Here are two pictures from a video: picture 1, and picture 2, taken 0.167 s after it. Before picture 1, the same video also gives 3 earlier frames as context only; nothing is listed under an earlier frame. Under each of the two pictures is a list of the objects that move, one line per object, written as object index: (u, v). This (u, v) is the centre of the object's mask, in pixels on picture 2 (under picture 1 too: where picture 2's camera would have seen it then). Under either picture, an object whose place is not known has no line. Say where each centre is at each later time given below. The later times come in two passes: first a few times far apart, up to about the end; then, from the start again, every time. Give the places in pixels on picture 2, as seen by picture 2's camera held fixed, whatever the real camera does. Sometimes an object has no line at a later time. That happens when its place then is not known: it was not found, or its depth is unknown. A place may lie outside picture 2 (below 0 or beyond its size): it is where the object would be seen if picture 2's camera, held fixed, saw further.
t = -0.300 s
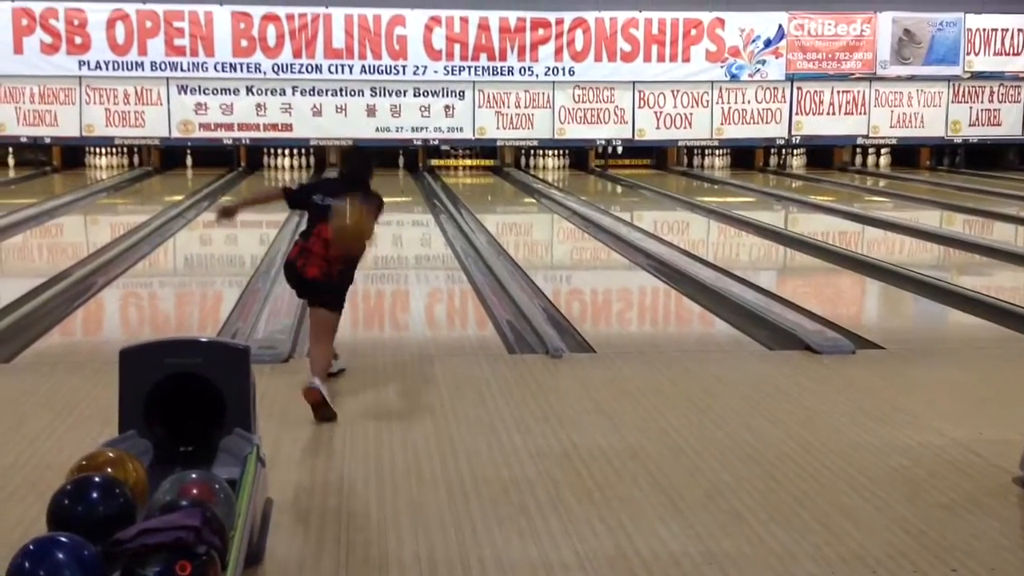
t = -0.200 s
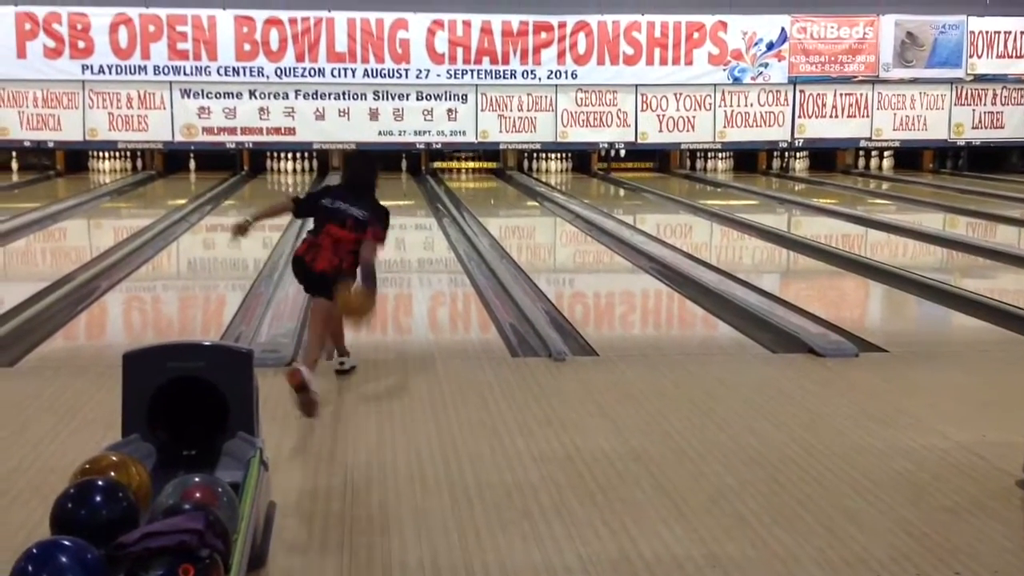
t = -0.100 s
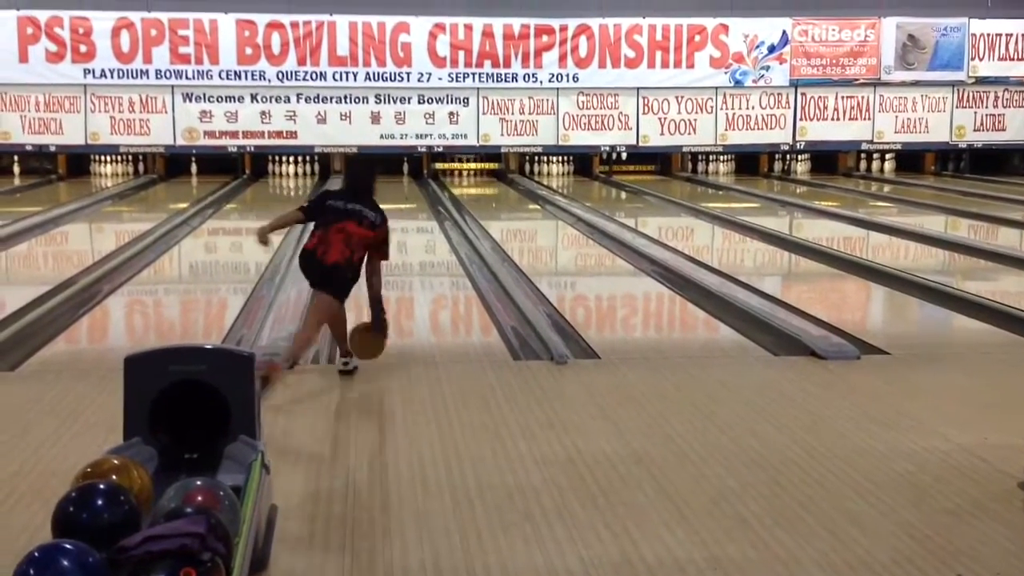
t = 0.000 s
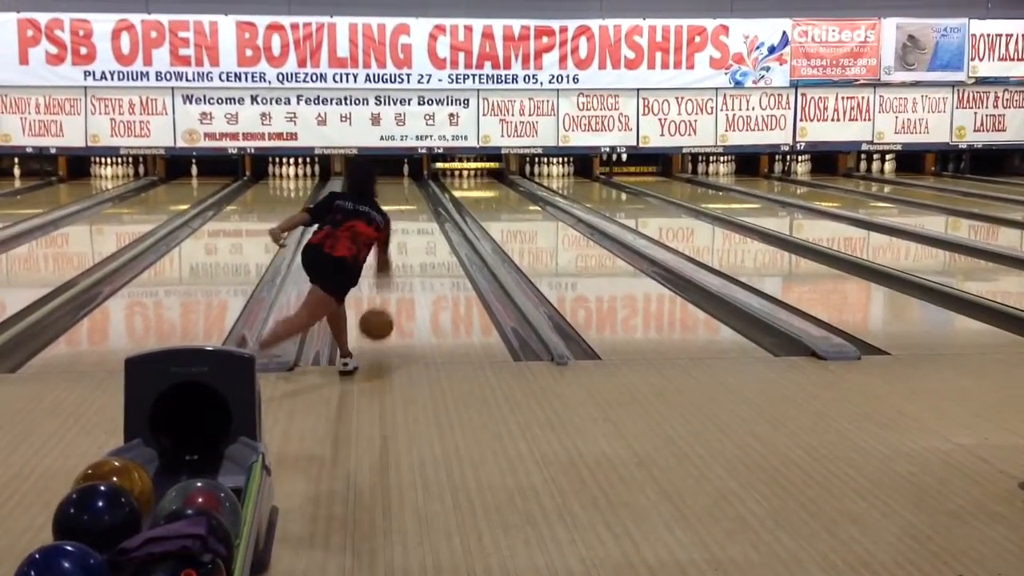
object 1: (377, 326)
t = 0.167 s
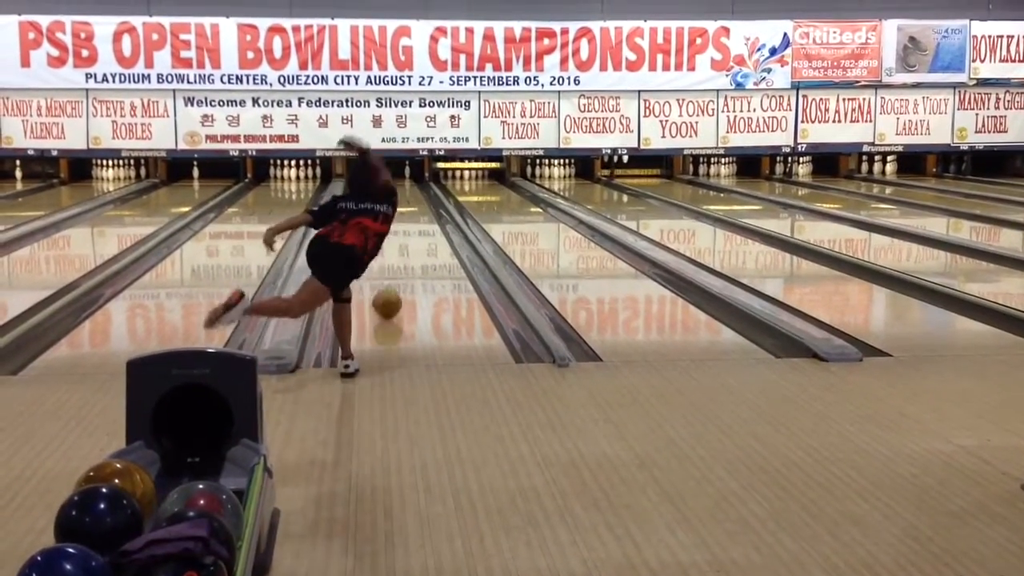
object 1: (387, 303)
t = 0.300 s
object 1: (393, 283)
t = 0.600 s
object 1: (403, 250)
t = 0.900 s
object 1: (407, 229)
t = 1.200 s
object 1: (411, 212)
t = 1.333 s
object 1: (412, 206)
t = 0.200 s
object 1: (388, 298)
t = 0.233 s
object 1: (390, 293)
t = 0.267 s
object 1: (391, 288)
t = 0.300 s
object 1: (393, 283)
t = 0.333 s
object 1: (394, 279)
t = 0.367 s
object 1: (395, 275)
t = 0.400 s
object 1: (396, 271)
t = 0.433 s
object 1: (397, 267)
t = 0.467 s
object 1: (398, 263)
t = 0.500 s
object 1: (399, 260)
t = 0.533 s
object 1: (400, 256)
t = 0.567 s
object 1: (400, 254)
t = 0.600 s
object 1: (403, 250)
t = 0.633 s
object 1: (403, 248)
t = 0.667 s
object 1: (403, 245)
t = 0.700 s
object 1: (404, 242)
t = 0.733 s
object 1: (404, 239)
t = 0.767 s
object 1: (405, 237)
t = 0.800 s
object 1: (405, 234)
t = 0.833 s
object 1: (406, 232)
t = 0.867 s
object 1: (406, 230)
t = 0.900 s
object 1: (407, 229)
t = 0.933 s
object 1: (407, 227)
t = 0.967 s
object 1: (408, 225)
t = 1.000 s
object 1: (408, 223)
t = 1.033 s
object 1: (409, 221)
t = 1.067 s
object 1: (410, 218)
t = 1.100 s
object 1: (410, 217)
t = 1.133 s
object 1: (411, 215)
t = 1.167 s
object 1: (411, 214)
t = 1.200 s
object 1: (411, 212)
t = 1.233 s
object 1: (411, 210)
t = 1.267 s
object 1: (411, 209)
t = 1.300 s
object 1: (412, 207)
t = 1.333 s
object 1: (412, 206)
